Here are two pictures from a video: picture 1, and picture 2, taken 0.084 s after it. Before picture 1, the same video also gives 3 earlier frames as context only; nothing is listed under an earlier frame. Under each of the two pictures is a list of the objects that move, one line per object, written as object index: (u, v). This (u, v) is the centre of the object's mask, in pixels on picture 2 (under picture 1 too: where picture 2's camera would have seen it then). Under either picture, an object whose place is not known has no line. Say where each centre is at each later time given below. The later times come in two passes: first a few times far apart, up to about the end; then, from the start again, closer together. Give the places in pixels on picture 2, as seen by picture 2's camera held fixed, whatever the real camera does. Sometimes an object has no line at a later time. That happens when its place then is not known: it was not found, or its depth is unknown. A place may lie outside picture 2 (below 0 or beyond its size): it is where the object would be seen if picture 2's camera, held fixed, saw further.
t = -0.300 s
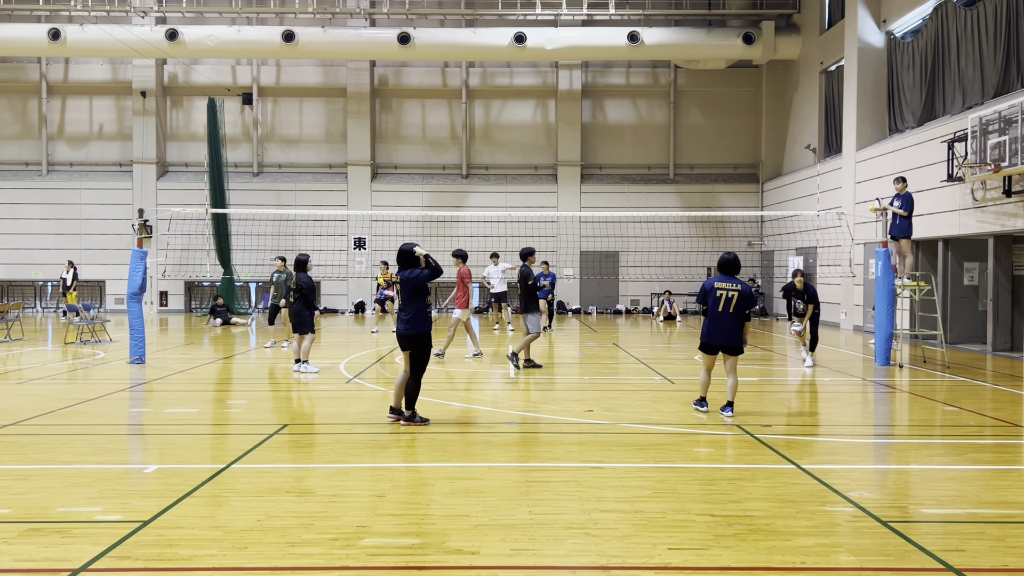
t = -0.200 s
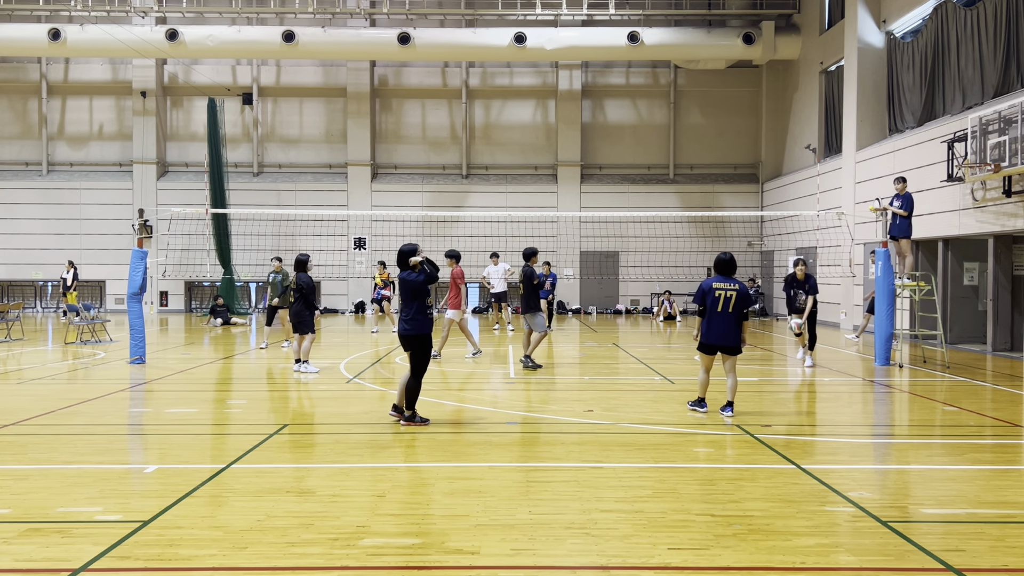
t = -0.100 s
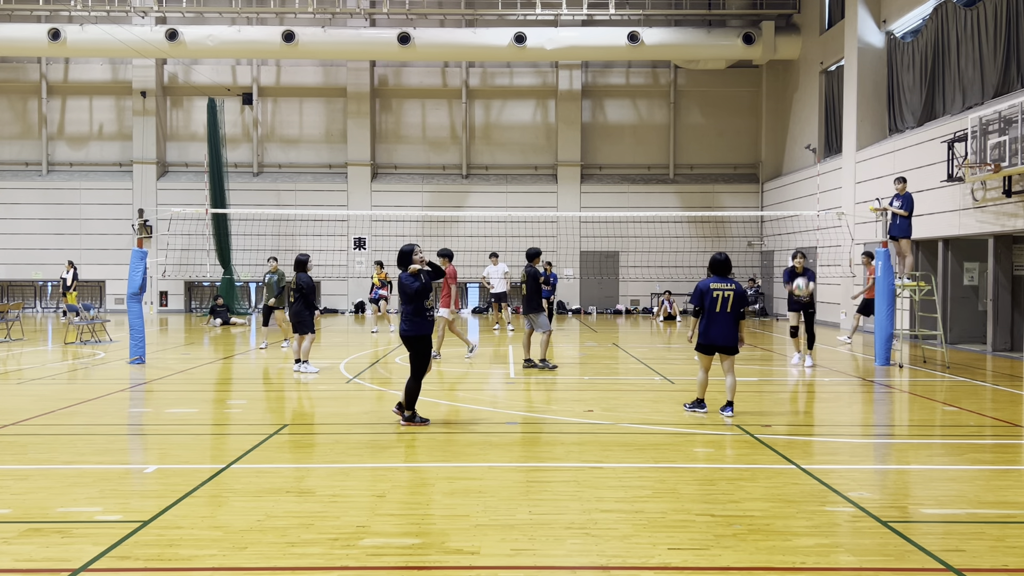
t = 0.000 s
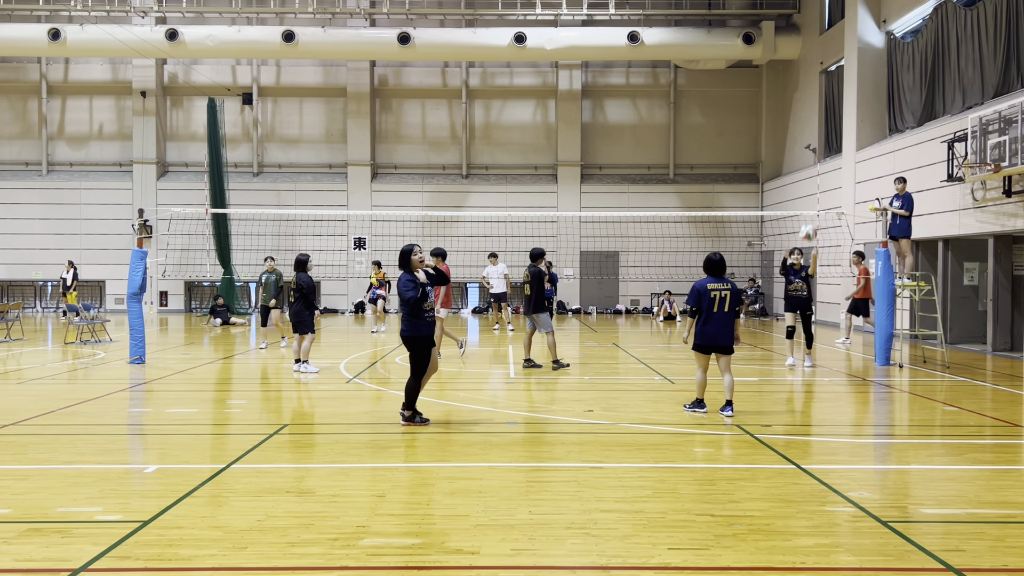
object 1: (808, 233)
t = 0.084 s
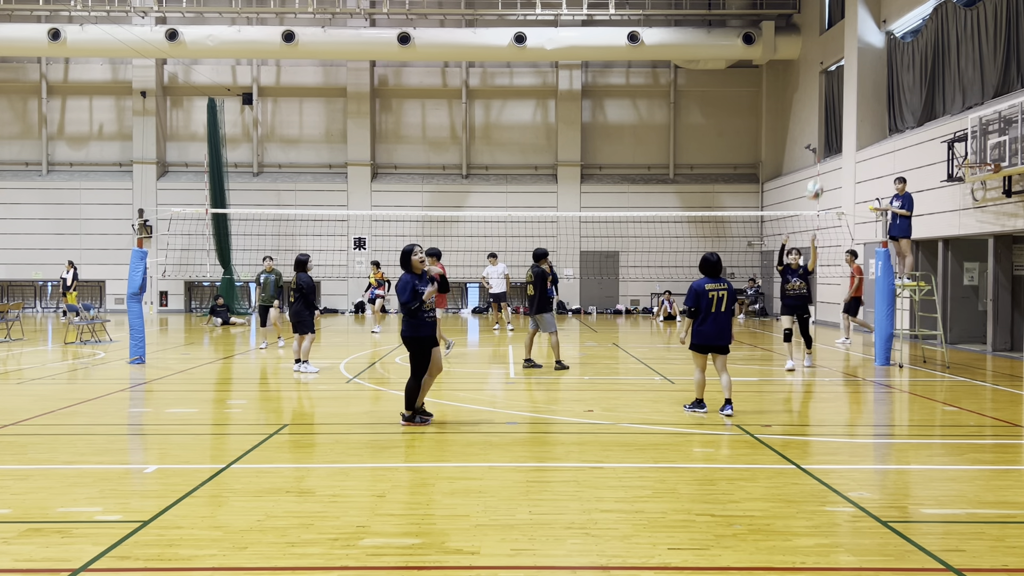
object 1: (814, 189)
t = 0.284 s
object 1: (826, 97)
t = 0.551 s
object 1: (843, 10)
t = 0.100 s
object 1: (815, 181)
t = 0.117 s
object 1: (816, 173)
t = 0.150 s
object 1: (818, 157)
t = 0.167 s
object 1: (819, 149)
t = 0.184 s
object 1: (820, 142)
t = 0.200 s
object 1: (821, 134)
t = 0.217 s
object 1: (822, 126)
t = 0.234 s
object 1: (823, 119)
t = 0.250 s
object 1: (824, 111)
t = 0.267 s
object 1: (825, 104)
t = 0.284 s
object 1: (826, 97)
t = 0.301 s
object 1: (827, 90)
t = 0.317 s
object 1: (828, 83)
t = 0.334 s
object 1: (829, 78)
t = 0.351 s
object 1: (829, 71)
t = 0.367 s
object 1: (831, 64)
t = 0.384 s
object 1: (832, 58)
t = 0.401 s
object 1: (832, 53)
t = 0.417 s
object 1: (834, 47)
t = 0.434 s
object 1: (835, 41)
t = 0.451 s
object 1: (836, 36)
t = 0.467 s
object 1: (837, 30)
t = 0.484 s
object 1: (837, 26)
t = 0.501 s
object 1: (839, 21)
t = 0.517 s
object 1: (840, 16)
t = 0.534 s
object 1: (841, 13)
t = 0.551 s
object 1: (843, 10)
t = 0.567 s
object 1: (844, 8)
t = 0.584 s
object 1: (845, 6)
